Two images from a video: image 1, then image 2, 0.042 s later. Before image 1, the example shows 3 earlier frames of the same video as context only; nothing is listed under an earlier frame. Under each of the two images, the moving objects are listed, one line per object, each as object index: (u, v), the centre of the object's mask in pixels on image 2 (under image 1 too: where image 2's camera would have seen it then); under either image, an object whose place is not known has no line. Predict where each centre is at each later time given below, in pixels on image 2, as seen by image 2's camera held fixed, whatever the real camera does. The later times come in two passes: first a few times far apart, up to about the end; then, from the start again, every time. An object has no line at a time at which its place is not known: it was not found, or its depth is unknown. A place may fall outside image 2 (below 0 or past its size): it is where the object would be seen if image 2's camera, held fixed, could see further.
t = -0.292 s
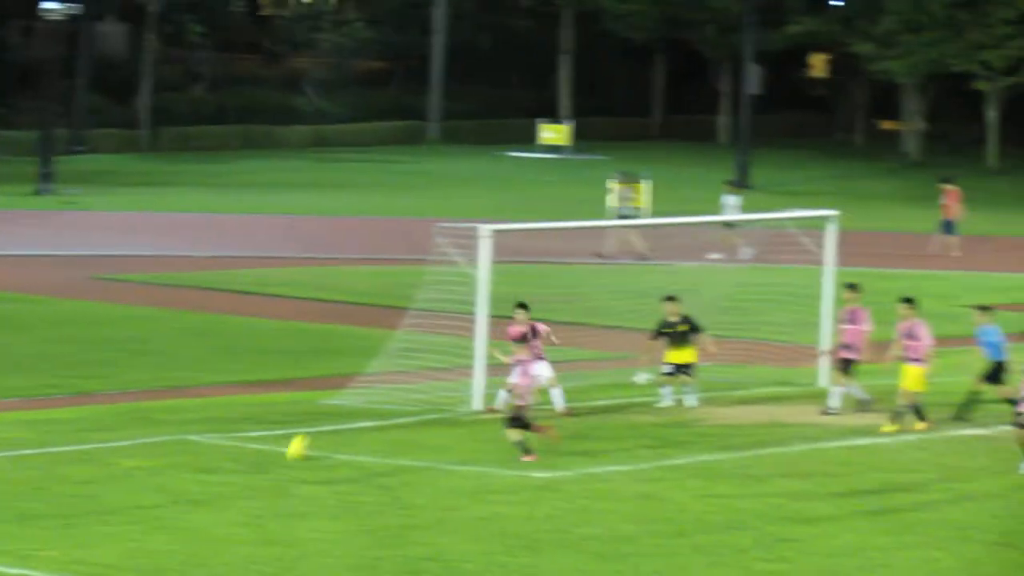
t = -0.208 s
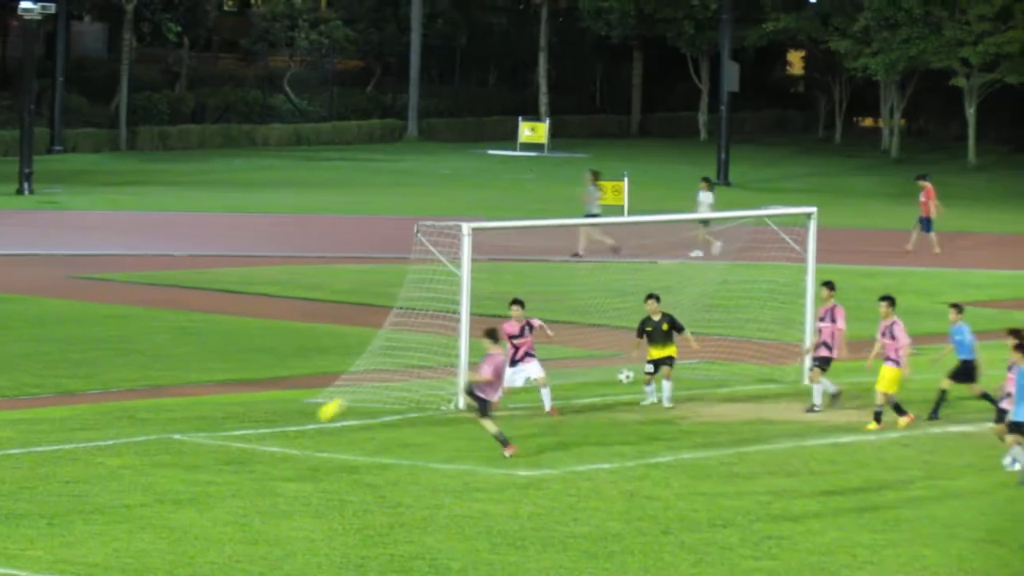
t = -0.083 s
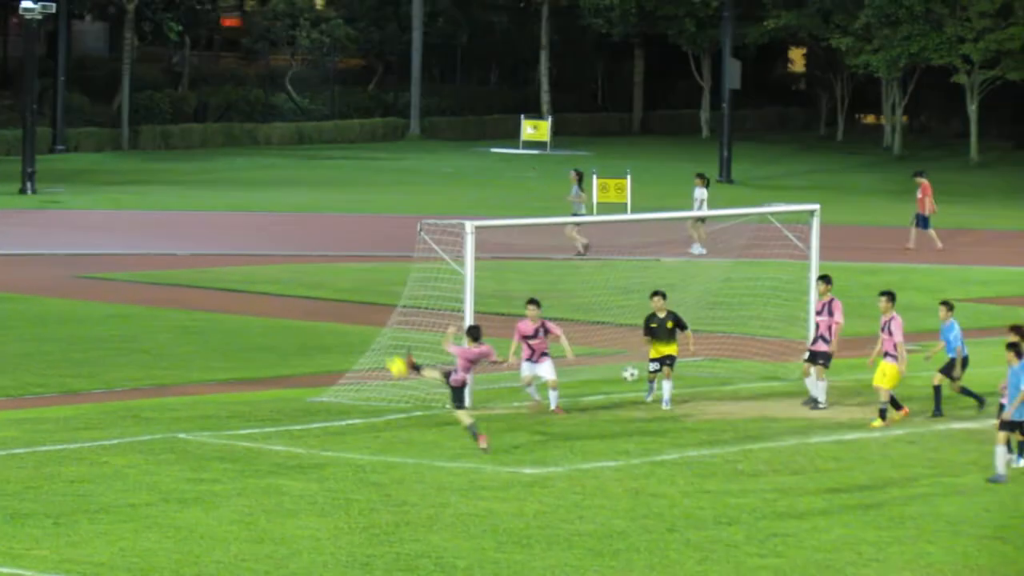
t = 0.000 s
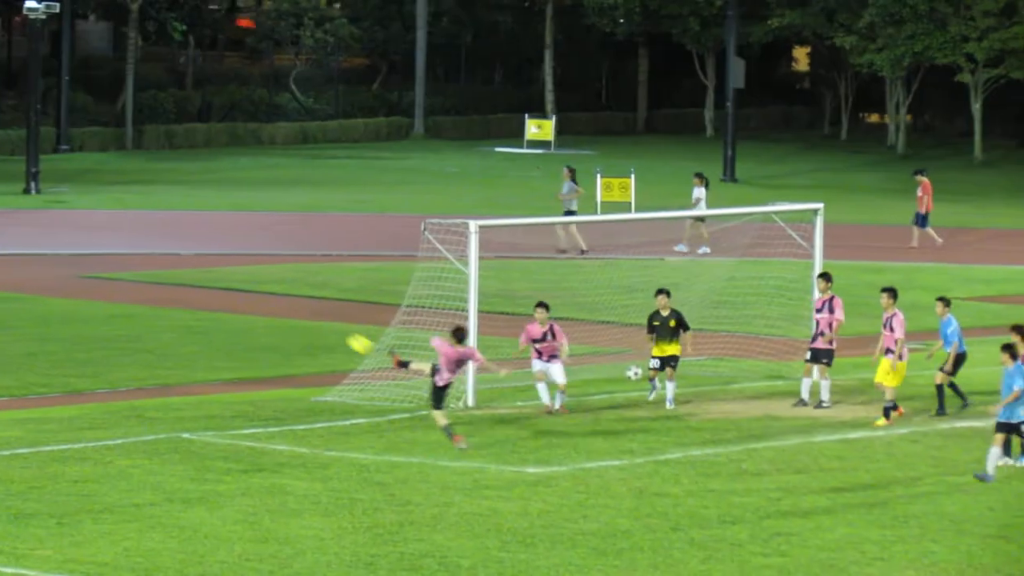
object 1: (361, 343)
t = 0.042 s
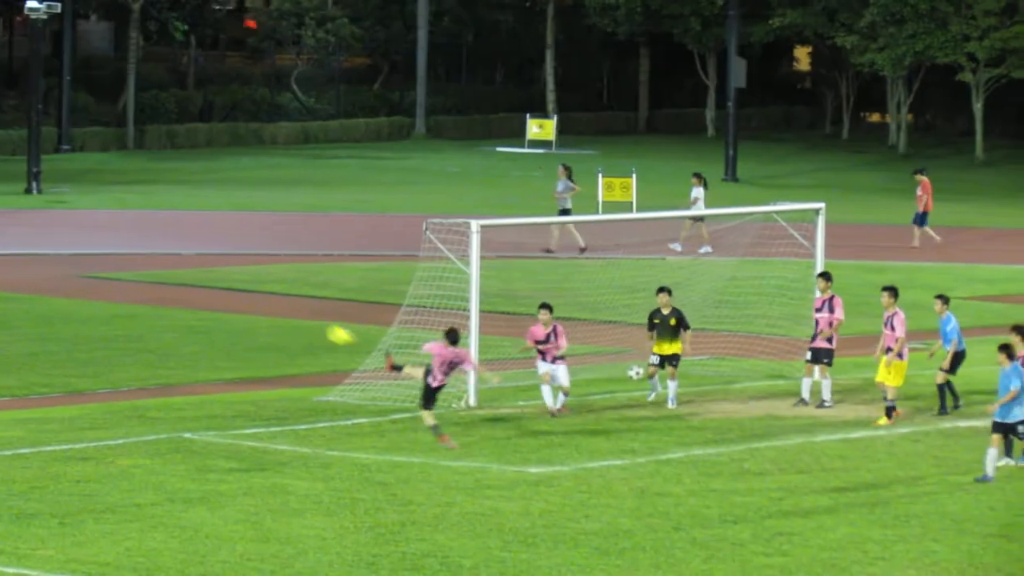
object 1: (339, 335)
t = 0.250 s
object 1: (234, 313)
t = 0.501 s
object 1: (115, 331)
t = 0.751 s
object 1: (-3, 400)
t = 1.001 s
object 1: (-50, 353)
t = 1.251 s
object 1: (-89, 342)
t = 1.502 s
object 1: (-126, 380)
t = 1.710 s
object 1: (-155, 349)
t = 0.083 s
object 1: (318, 327)
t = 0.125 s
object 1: (297, 322)
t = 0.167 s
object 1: (276, 318)
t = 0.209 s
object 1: (255, 314)
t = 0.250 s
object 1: (234, 313)
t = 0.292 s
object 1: (214, 313)
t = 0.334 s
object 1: (194, 314)
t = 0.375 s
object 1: (173, 317)
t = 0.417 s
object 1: (154, 320)
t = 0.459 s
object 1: (135, 325)
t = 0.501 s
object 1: (115, 331)
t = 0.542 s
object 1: (95, 339)
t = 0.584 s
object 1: (74, 349)
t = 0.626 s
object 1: (55, 359)
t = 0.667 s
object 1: (36, 372)
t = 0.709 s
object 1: (16, 386)
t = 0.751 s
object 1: (-3, 400)
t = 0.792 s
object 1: (-16, 401)
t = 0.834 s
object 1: (-23, 388)
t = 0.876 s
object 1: (-29, 377)
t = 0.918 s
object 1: (-36, 368)
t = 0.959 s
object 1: (-43, 359)
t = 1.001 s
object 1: (-50, 353)
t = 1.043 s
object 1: (-56, 348)
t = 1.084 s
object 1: (-63, 344)
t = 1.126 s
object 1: (-70, 341)
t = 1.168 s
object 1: (-76, 340)
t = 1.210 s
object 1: (-82, 341)
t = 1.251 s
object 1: (-89, 342)
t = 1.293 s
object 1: (-95, 345)
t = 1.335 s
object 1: (-102, 349)
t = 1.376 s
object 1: (-108, 355)
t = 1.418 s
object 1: (-114, 361)
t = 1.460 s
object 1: (-120, 370)
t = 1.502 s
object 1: (-126, 380)
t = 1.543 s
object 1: (-132, 377)
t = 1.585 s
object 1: (-138, 368)
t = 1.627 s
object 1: (-144, 361)
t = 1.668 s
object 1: (-149, 354)
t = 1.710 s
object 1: (-155, 349)
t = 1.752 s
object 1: (-161, 346)
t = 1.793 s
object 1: (-166, 344)
